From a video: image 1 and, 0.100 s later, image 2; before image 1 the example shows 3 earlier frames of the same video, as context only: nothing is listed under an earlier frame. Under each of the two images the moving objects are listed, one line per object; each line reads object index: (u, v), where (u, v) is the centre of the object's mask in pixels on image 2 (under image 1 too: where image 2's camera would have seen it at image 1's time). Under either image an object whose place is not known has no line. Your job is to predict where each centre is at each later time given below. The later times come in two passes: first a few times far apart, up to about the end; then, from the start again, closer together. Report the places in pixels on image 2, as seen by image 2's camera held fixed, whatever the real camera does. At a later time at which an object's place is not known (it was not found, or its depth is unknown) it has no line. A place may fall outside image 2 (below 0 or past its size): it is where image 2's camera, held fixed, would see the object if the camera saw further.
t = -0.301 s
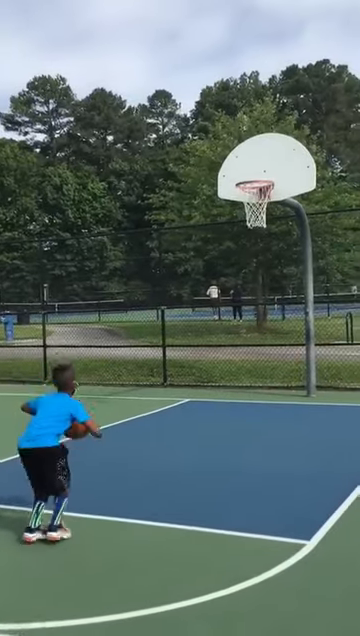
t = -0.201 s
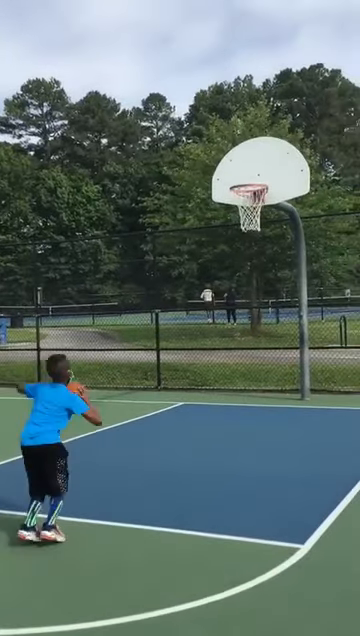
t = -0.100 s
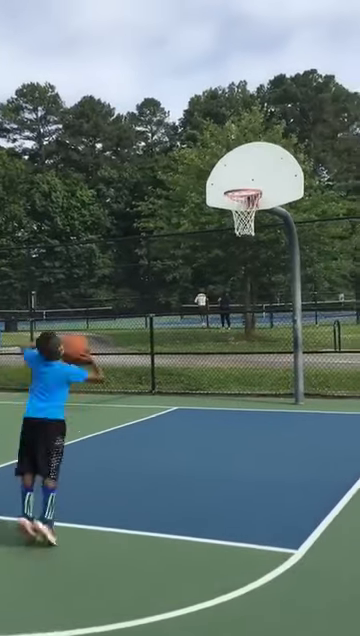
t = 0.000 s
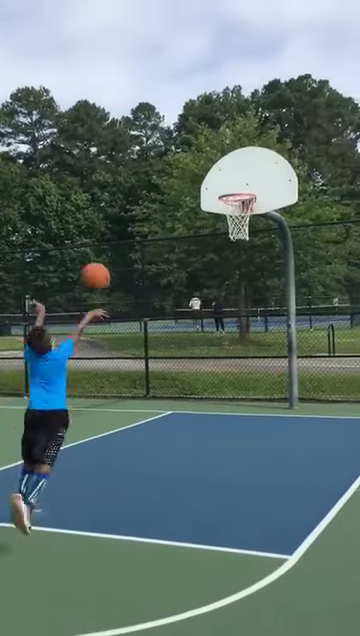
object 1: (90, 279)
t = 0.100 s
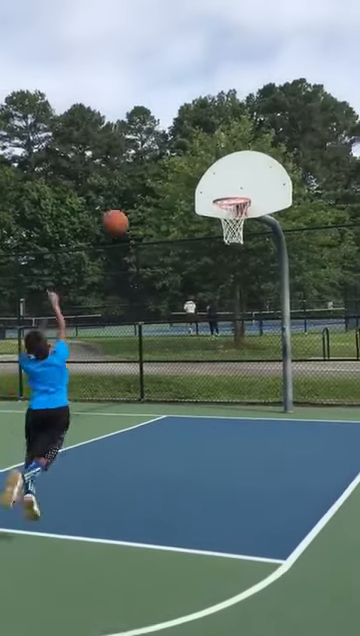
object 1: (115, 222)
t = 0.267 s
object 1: (150, 164)
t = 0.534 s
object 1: (192, 143)
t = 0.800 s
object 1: (230, 182)
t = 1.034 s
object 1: (227, 164)
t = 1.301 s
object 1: (212, 158)
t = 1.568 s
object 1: (199, 210)
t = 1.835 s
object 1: (187, 327)
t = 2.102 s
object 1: (177, 415)
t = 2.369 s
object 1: (175, 298)
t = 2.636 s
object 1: (174, 244)
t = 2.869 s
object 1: (174, 251)
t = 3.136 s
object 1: (175, 320)
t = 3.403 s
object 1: (180, 446)
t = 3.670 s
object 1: (176, 348)
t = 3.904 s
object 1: (173, 308)
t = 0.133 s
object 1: (123, 207)
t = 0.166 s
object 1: (131, 194)
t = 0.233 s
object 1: (144, 172)
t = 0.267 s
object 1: (150, 164)
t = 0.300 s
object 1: (156, 157)
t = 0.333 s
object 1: (161, 152)
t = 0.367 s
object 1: (167, 148)
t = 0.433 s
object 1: (179, 142)
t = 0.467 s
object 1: (181, 142)
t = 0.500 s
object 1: (189, 142)
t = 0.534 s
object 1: (192, 143)
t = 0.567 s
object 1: (198, 144)
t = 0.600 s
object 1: (202, 147)
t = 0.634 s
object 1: (207, 151)
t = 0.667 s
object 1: (213, 156)
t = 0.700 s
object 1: (218, 162)
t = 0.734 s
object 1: (222, 168)
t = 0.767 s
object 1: (226, 175)
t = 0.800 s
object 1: (230, 182)
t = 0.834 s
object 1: (234, 189)
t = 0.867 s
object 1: (237, 191)
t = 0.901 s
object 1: (235, 186)
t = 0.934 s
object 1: (233, 179)
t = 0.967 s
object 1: (231, 173)
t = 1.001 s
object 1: (229, 168)
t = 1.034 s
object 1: (227, 164)
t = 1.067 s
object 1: (226, 160)
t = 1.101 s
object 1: (223, 156)
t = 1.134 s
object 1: (222, 155)
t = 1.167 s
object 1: (220, 154)
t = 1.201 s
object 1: (218, 154)
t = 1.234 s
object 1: (217, 154)
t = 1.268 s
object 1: (215, 155)
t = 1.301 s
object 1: (212, 158)
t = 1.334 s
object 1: (211, 161)
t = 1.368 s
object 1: (209, 165)
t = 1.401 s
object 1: (207, 171)
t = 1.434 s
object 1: (205, 177)
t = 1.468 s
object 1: (203, 184)
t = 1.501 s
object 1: (202, 192)
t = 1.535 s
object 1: (201, 201)
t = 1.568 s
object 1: (199, 210)
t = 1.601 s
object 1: (198, 222)
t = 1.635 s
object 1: (196, 233)
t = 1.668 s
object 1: (195, 246)
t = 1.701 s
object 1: (192, 261)
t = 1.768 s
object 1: (190, 290)
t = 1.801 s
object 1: (189, 307)
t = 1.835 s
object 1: (187, 327)
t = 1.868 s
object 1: (186, 346)
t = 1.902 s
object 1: (184, 366)
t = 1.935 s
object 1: (183, 387)
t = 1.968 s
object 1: (181, 410)
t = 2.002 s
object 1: (179, 434)
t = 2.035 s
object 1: (178, 455)
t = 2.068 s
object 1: (178, 434)
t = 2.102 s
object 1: (177, 415)
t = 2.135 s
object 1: (177, 396)
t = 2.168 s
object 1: (177, 380)
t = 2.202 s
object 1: (175, 363)
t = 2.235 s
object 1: (176, 348)
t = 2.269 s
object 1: (176, 336)
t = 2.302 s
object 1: (175, 322)
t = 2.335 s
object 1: (175, 309)
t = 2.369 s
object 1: (175, 298)
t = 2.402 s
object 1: (175, 288)
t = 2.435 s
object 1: (174, 279)
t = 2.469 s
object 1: (173, 271)
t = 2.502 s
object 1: (173, 264)
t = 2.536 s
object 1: (171, 259)
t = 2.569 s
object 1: (172, 253)
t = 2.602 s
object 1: (174, 247)
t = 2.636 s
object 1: (174, 244)
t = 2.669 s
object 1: (174, 242)
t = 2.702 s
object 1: (174, 242)
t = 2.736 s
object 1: (174, 242)
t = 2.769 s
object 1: (174, 242)
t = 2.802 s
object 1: (174, 244)
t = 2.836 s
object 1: (174, 247)
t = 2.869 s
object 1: (174, 251)
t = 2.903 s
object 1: (173, 256)
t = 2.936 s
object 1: (173, 262)
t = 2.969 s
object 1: (174, 270)
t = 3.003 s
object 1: (174, 277)
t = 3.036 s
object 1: (174, 287)
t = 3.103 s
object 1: (175, 306)
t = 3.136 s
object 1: (175, 320)
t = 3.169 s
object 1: (175, 332)
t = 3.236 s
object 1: (177, 361)
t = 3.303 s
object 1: (178, 391)
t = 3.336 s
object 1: (179, 409)
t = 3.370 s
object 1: (180, 427)
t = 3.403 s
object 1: (180, 446)
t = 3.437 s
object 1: (180, 436)
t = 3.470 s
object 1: (179, 421)
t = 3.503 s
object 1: (179, 406)
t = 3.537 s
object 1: (179, 392)
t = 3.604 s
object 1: (177, 369)
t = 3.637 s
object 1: (176, 359)
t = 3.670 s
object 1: (176, 348)
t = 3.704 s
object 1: (175, 340)
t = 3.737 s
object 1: (174, 332)
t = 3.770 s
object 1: (174, 326)
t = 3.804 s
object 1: (174, 320)
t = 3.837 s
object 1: (174, 315)
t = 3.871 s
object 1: (174, 312)
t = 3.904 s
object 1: (173, 308)
